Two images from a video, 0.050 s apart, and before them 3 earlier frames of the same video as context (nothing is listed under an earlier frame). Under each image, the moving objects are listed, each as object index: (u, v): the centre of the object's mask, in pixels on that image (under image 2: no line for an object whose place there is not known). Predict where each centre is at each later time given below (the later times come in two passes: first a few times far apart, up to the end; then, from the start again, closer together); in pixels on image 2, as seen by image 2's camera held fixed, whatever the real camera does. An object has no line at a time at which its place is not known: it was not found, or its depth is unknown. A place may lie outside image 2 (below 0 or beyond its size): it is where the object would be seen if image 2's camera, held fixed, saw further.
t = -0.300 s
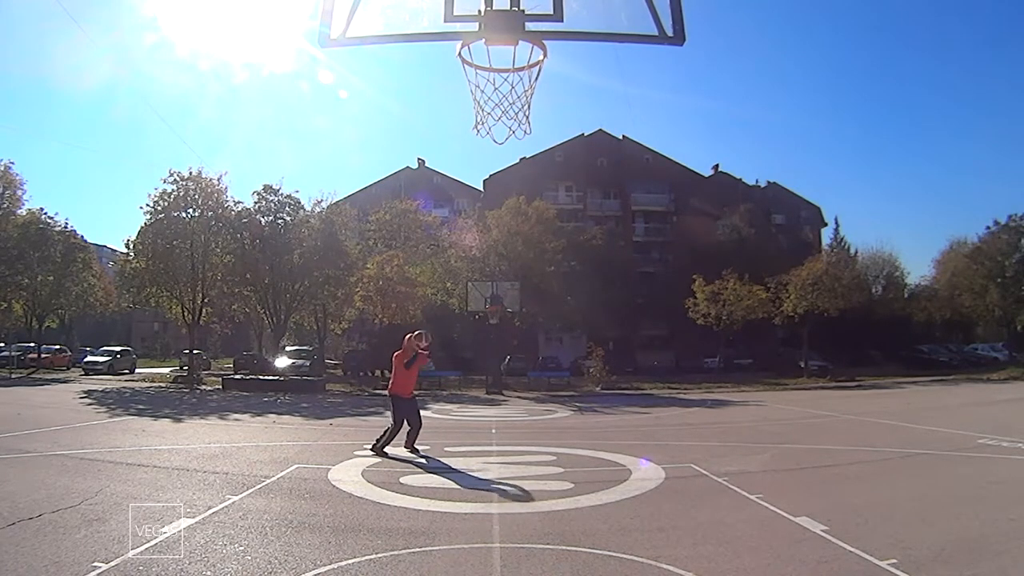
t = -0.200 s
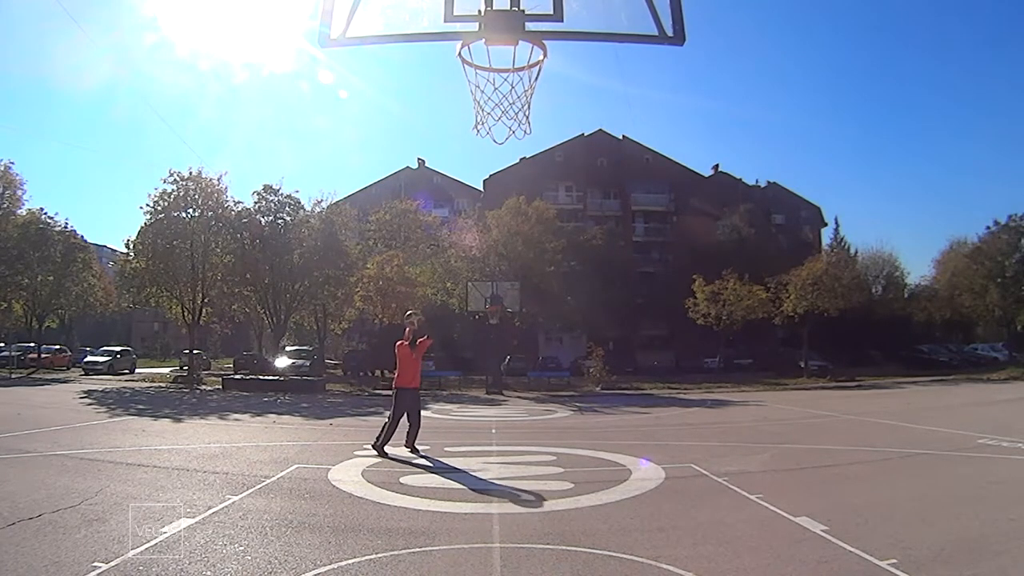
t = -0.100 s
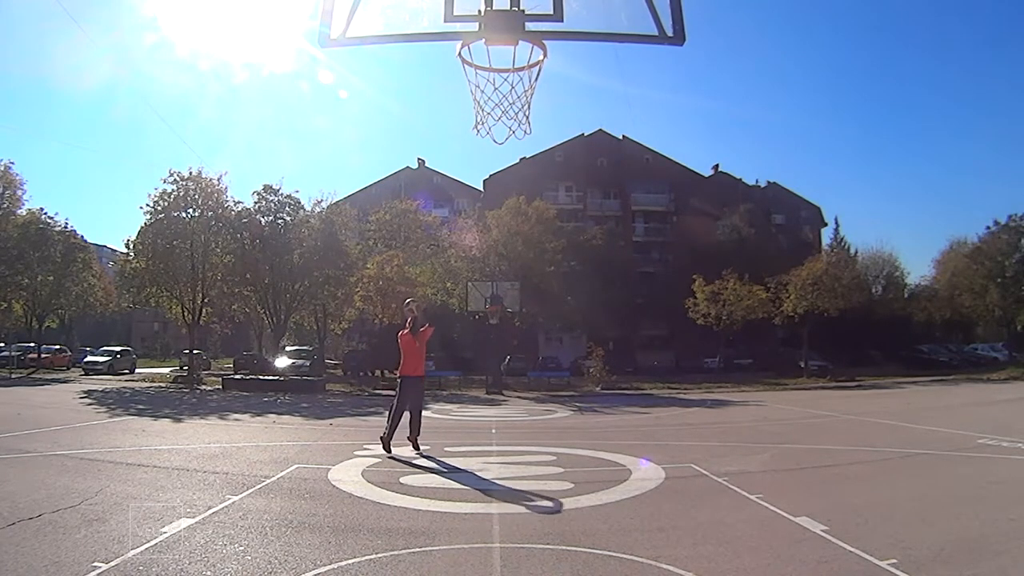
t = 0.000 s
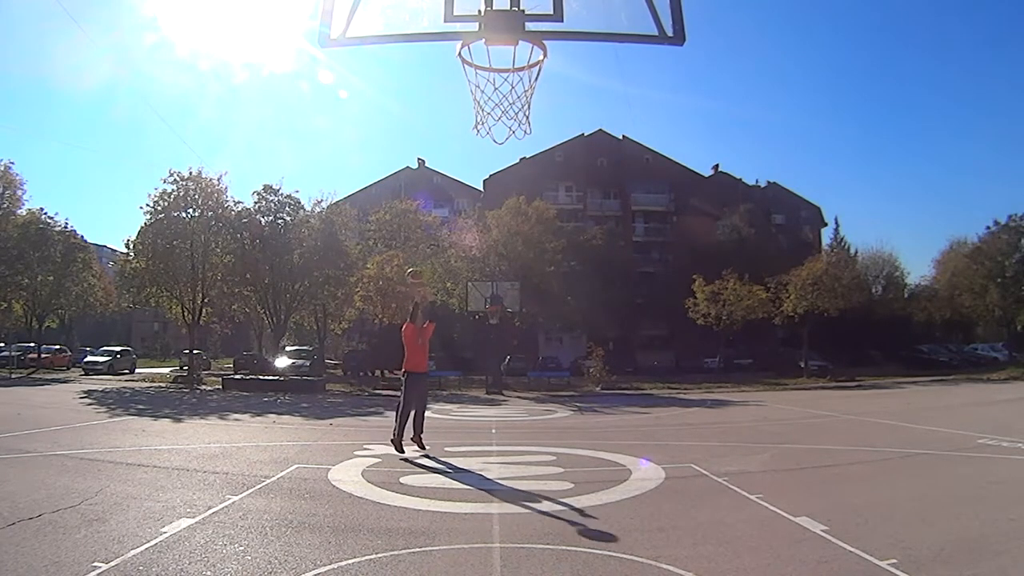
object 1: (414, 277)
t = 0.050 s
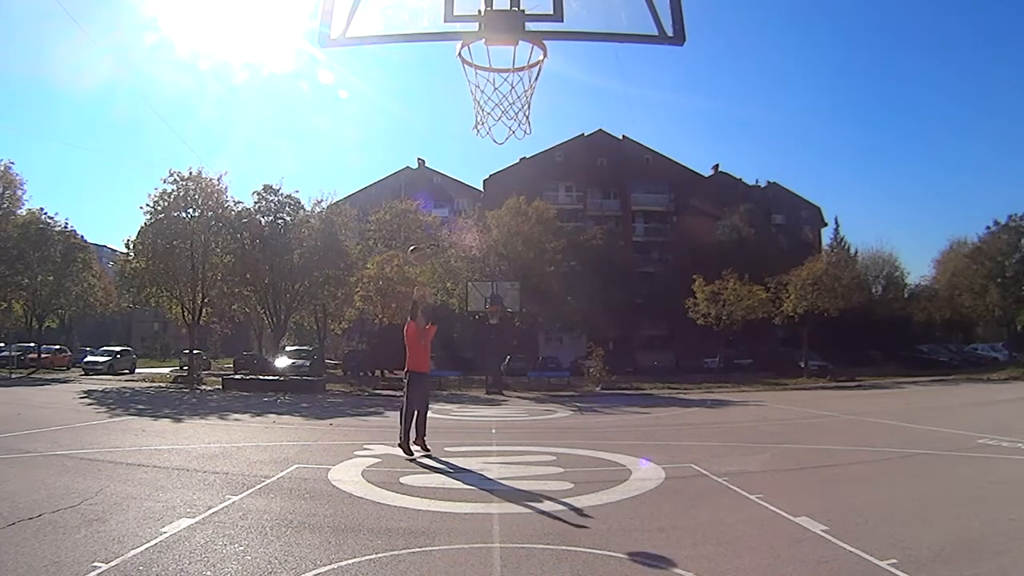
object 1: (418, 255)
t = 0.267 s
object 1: (429, 166)
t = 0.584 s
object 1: (452, 70)
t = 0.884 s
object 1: (484, 47)
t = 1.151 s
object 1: (517, 184)
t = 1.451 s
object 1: (541, 558)
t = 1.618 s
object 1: (534, 443)
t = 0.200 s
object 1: (422, 190)
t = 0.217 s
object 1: (425, 184)
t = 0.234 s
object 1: (426, 177)
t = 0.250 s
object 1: (427, 172)
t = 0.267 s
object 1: (429, 166)
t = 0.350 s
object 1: (434, 136)
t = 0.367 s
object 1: (435, 131)
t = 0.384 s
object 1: (436, 125)
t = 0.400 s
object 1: (438, 120)
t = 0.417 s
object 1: (439, 114)
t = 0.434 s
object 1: (440, 109)
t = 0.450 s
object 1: (441, 104)
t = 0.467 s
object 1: (442, 100)
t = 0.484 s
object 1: (444, 95)
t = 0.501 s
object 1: (445, 90)
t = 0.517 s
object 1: (446, 86)
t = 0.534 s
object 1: (448, 82)
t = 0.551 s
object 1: (449, 77)
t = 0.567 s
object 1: (450, 74)
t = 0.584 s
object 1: (452, 70)
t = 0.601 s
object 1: (453, 67)
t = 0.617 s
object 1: (454, 63)
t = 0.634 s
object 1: (457, 59)
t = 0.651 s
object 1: (458, 56)
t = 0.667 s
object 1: (460, 54)
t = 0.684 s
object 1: (464, 53)
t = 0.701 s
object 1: (465, 52)
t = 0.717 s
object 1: (466, 51)
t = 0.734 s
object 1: (466, 49)
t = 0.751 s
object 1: (468, 49)
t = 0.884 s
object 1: (484, 47)
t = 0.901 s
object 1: (487, 48)
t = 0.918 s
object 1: (490, 49)
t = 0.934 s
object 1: (493, 49)
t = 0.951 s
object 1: (496, 50)
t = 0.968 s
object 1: (499, 52)
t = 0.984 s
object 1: (502, 54)
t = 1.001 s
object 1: (505, 56)
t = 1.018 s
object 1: (508, 67)
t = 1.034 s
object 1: (510, 80)
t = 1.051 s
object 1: (511, 93)
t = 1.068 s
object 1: (512, 107)
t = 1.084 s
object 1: (513, 121)
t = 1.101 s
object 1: (514, 136)
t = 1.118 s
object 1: (515, 150)
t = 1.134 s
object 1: (514, 162)
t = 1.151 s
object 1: (517, 184)
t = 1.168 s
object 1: (518, 199)
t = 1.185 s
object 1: (519, 219)
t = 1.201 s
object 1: (520, 239)
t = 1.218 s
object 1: (523, 258)
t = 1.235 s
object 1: (524, 278)
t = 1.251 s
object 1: (526, 298)
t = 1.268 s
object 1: (527, 318)
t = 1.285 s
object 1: (528, 339)
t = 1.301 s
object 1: (529, 358)
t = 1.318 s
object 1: (531, 382)
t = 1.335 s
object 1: (532, 403)
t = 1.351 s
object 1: (534, 426)
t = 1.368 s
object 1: (535, 448)
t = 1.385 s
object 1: (536, 471)
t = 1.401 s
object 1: (538, 493)
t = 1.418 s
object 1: (539, 515)
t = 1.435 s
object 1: (540, 538)
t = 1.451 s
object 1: (541, 558)
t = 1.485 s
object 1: (541, 564)
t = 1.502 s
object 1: (541, 553)
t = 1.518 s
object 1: (540, 535)
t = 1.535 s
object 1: (539, 519)
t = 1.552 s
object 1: (538, 503)
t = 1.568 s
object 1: (537, 487)
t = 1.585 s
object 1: (536, 472)
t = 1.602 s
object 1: (535, 457)
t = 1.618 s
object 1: (534, 443)
